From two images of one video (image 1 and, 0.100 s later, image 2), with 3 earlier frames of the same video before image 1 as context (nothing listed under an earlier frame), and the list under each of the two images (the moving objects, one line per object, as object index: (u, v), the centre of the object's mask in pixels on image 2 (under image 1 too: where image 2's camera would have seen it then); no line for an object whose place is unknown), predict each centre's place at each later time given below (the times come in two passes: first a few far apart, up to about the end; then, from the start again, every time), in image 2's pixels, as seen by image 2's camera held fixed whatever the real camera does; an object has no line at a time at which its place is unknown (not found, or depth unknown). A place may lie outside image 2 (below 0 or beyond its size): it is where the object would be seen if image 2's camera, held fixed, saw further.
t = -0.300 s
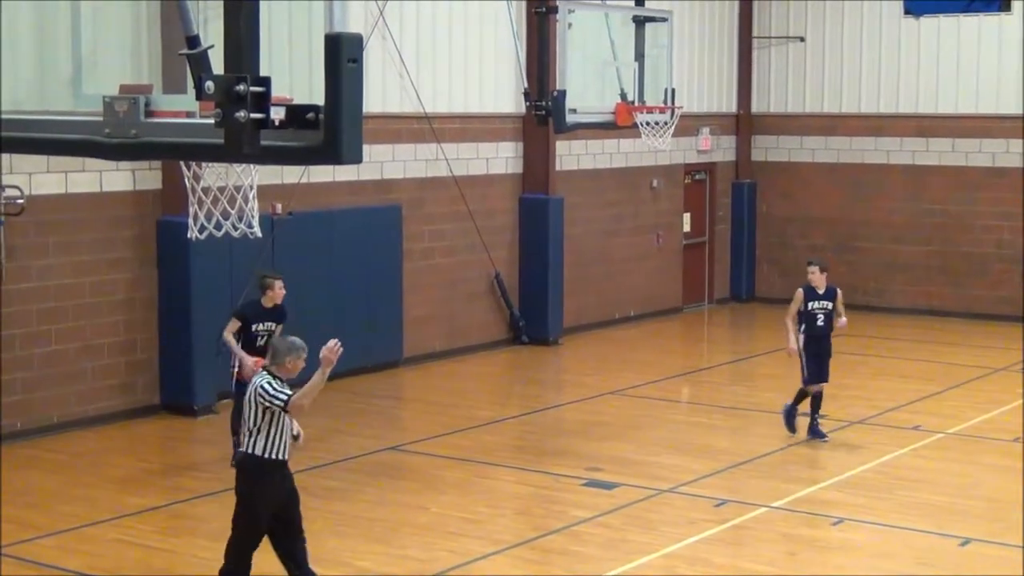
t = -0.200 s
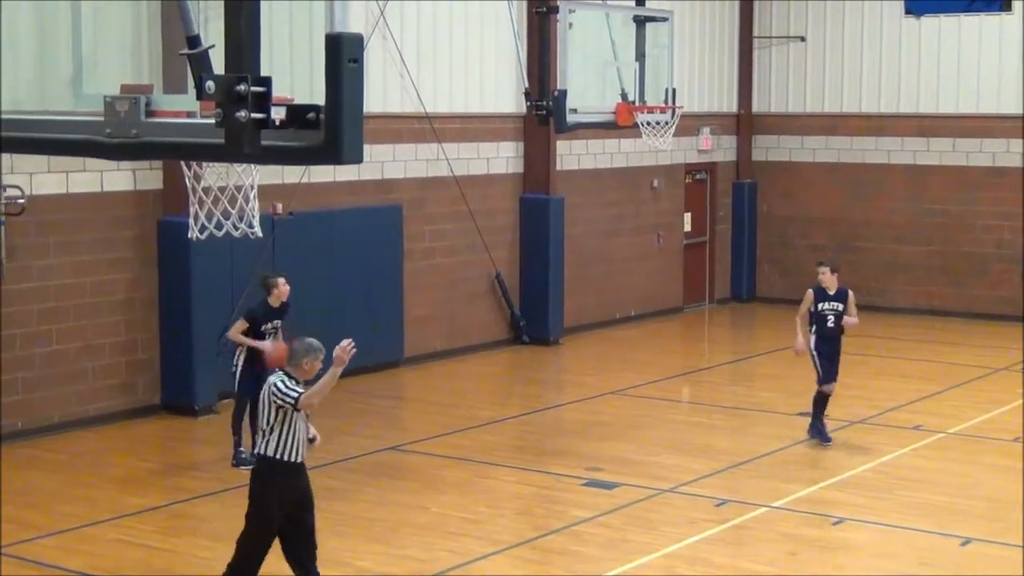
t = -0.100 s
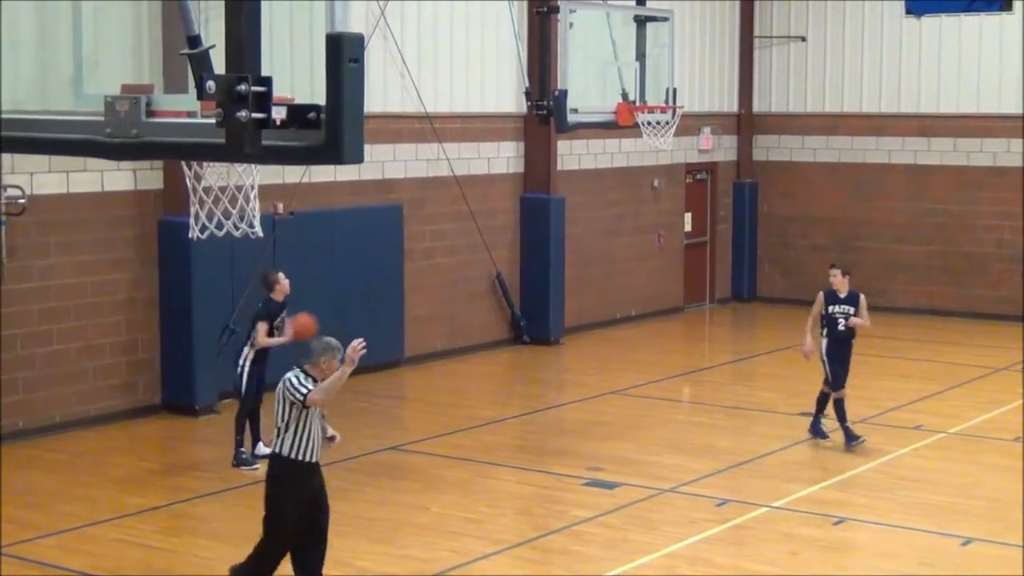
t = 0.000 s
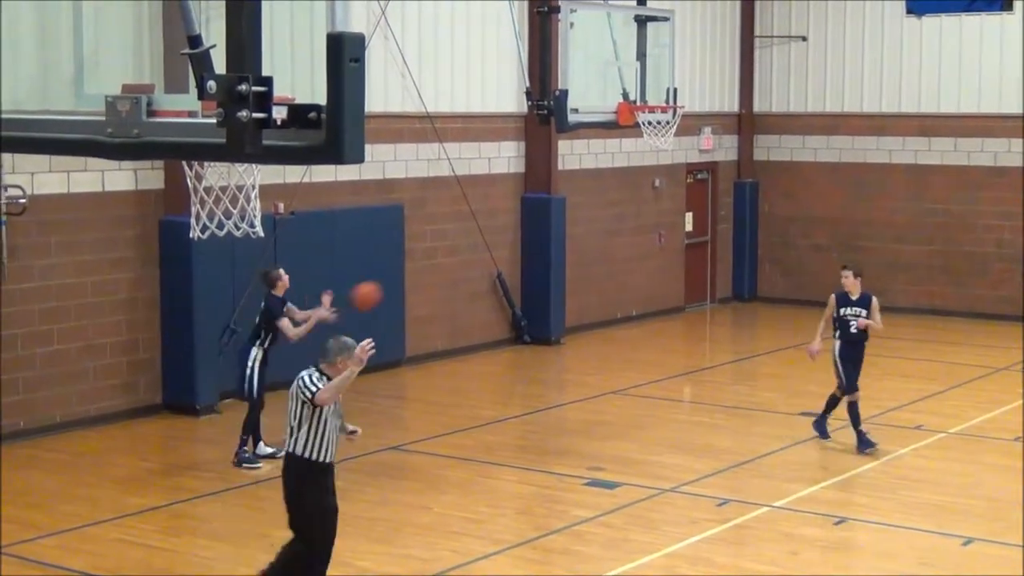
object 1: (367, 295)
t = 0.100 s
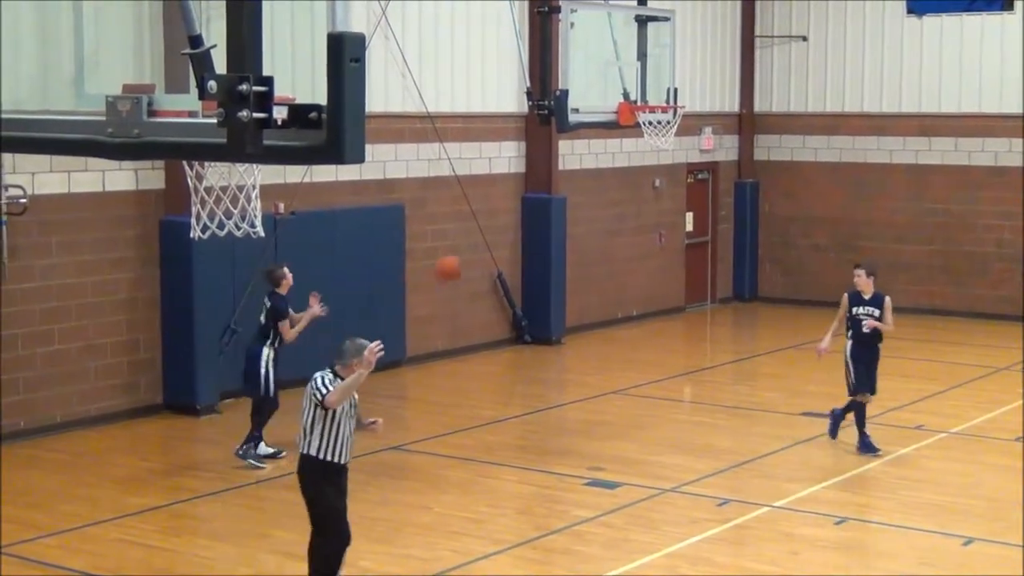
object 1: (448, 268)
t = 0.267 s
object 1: (584, 245)
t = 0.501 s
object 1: (777, 269)
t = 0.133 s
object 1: (474, 260)
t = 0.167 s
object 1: (500, 255)
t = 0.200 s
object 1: (531, 251)
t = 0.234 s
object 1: (555, 248)
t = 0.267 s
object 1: (584, 245)
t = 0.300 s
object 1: (611, 244)
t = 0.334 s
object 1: (638, 245)
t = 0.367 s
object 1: (666, 247)
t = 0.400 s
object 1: (695, 251)
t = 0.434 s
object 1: (723, 256)
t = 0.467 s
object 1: (749, 263)
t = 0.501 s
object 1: (777, 269)
